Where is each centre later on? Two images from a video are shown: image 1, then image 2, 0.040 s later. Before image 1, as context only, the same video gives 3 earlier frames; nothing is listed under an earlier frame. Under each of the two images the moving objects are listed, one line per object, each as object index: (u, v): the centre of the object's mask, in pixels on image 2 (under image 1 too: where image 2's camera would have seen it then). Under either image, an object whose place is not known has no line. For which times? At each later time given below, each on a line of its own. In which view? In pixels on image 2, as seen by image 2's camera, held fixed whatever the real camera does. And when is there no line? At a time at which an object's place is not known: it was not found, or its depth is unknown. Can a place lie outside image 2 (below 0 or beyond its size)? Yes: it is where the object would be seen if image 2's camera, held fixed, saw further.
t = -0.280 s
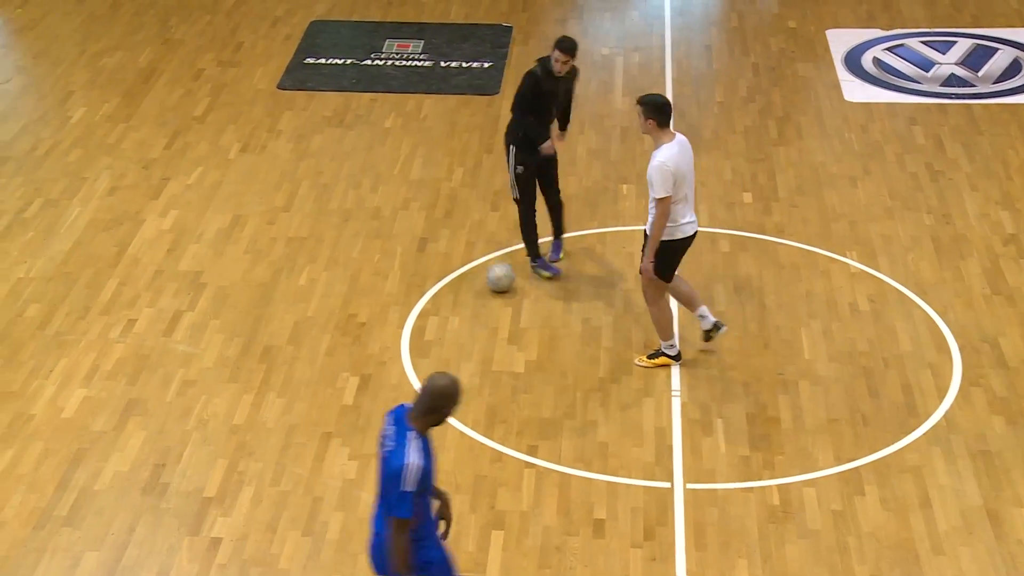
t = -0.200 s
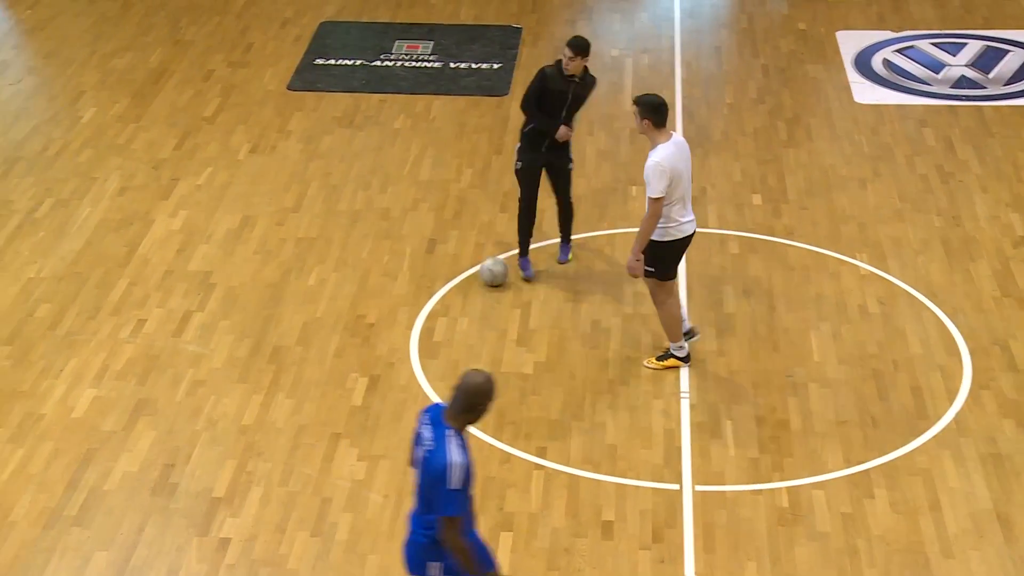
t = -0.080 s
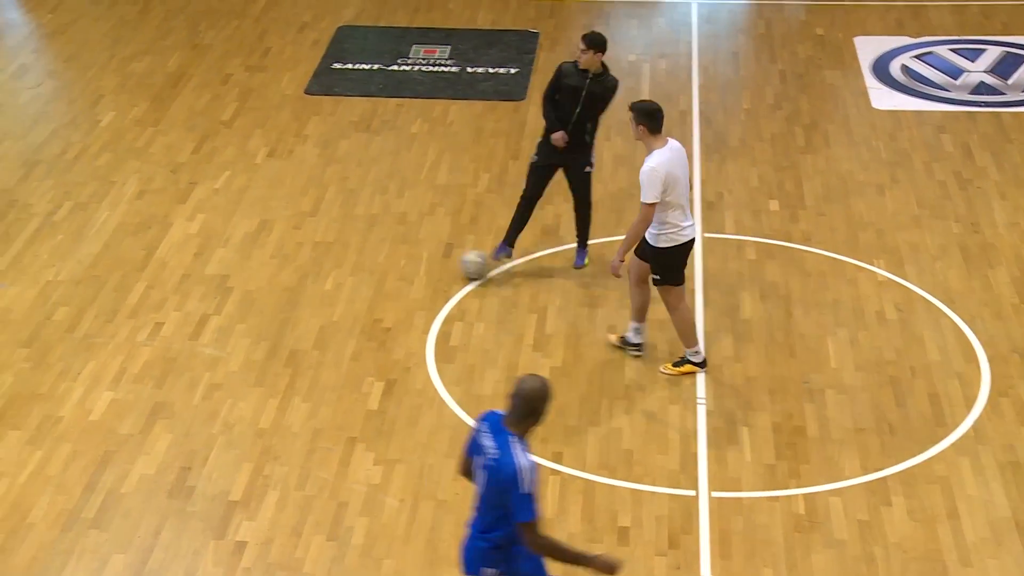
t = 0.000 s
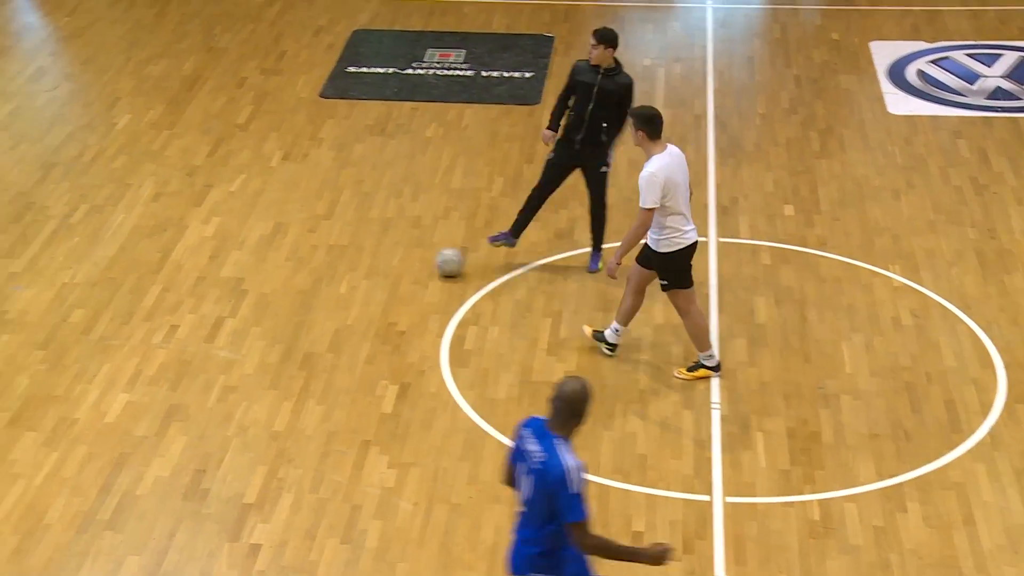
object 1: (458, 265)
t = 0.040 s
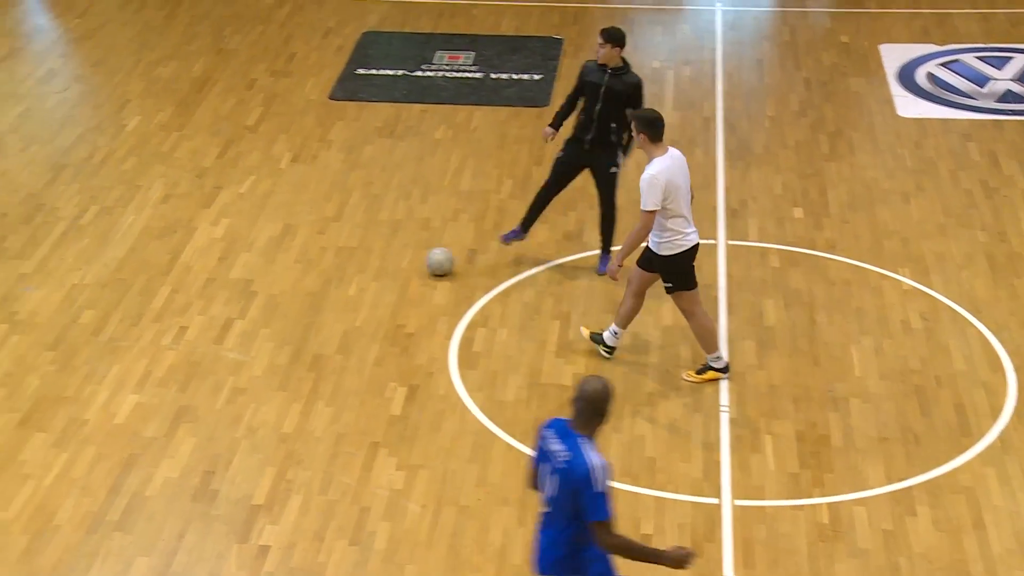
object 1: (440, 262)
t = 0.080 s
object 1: (422, 258)
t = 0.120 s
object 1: (407, 255)
